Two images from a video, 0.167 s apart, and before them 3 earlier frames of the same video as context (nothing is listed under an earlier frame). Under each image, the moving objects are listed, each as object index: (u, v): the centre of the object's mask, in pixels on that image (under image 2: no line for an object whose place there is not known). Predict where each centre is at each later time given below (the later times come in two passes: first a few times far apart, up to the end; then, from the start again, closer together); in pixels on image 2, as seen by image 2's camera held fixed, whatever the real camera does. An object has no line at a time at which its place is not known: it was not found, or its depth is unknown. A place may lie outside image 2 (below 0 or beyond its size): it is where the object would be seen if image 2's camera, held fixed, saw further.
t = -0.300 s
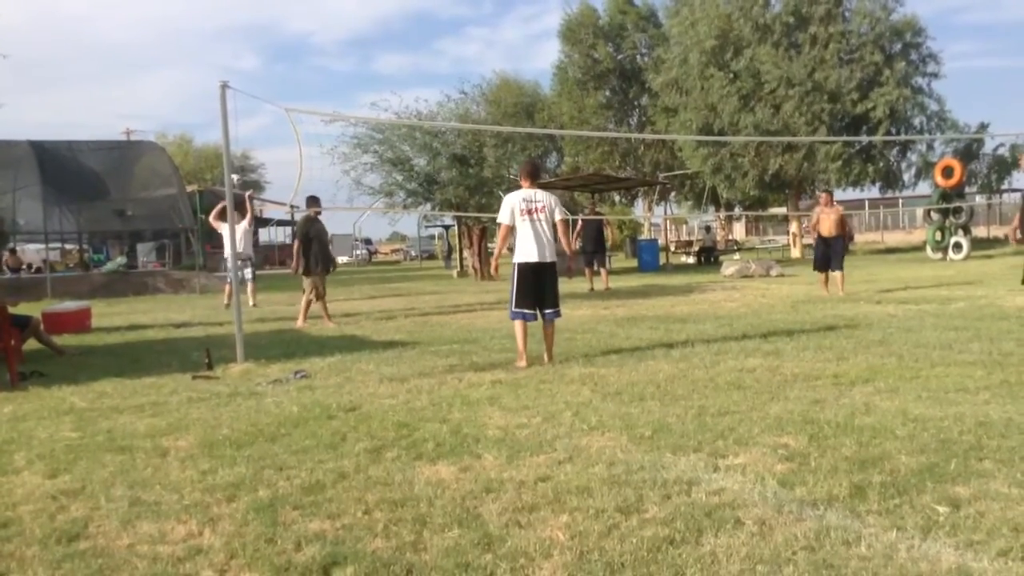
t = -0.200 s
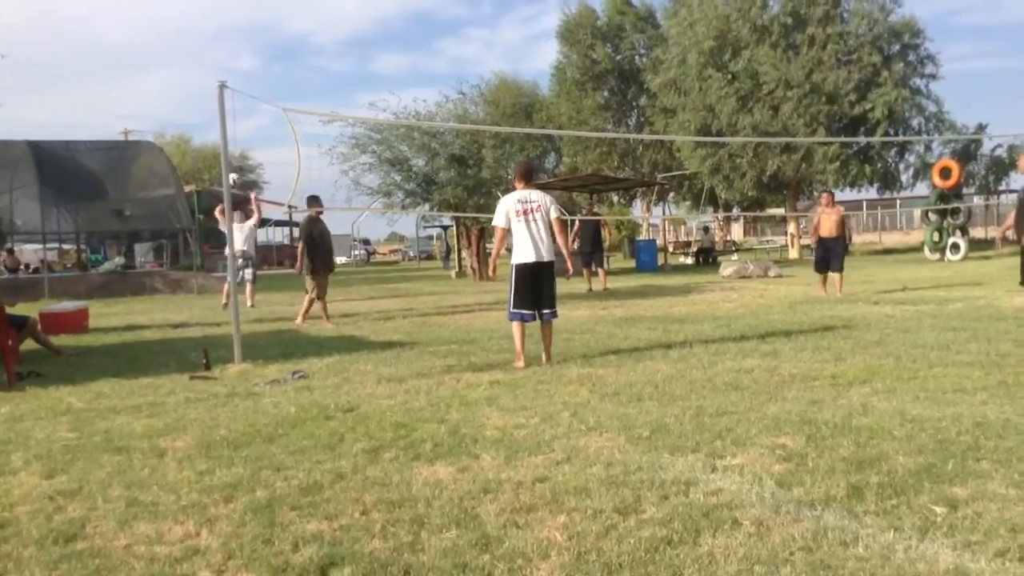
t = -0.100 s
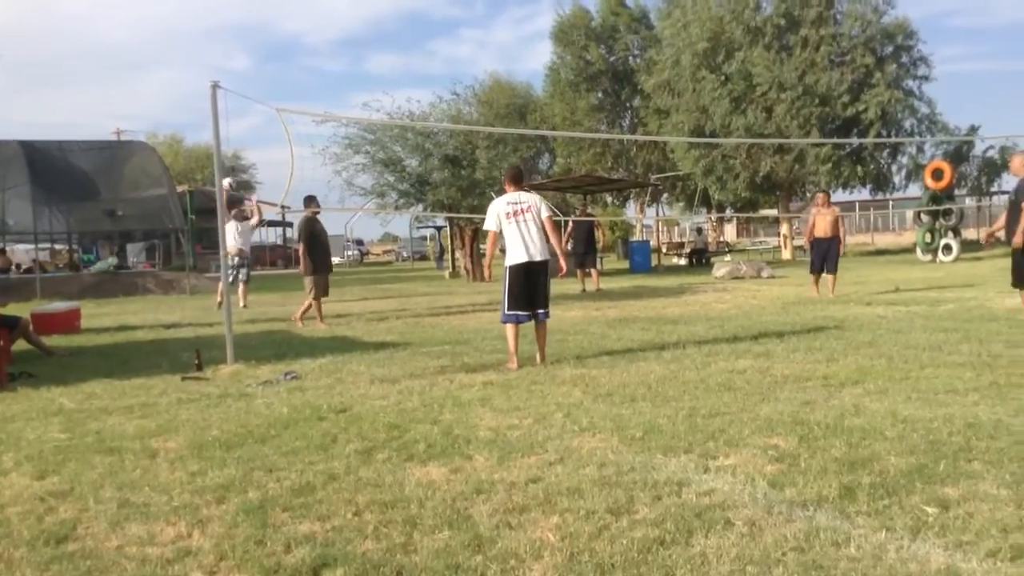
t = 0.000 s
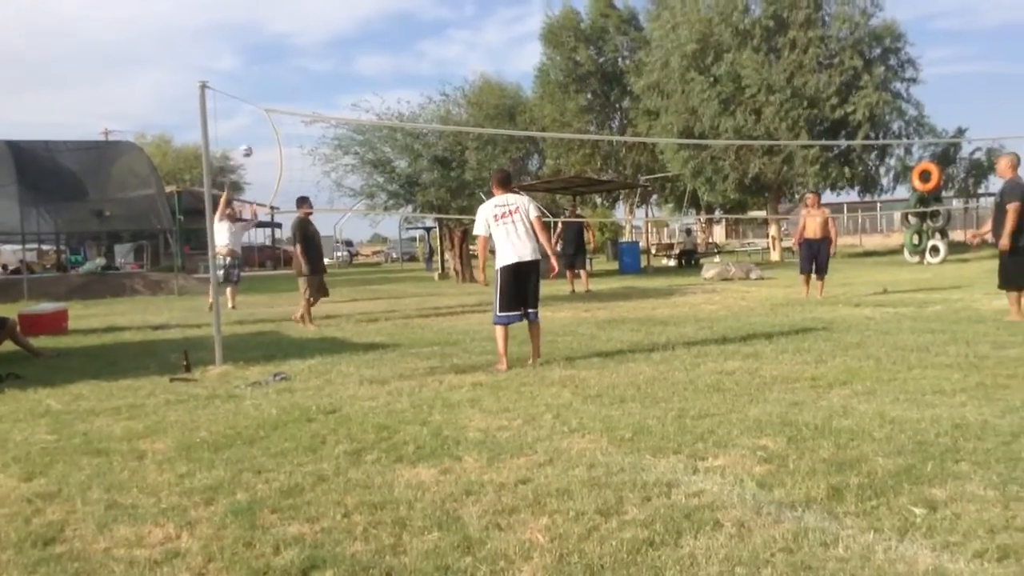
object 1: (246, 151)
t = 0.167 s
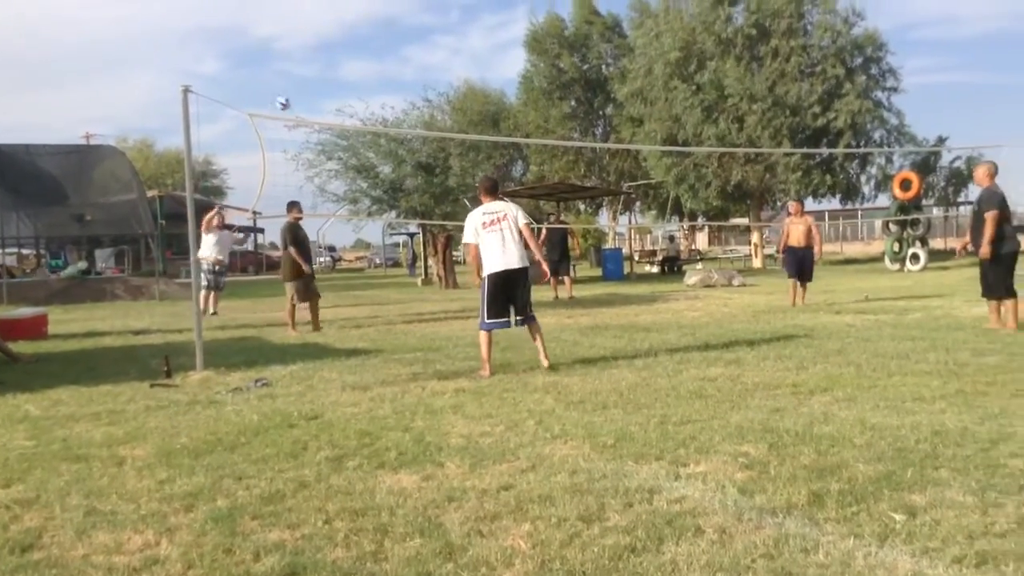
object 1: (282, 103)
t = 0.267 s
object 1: (319, 78)
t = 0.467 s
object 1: (402, 38)
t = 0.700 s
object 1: (511, 22)
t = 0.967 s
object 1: (661, 59)
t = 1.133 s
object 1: (776, 118)
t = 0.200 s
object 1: (295, 94)
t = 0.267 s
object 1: (319, 78)
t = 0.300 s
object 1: (332, 70)
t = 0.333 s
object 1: (346, 62)
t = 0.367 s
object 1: (359, 56)
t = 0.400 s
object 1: (373, 49)
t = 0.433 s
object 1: (387, 43)
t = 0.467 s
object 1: (402, 38)
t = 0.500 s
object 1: (416, 34)
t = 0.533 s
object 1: (431, 30)
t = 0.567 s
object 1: (447, 26)
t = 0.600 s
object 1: (462, 23)
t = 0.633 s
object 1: (478, 22)
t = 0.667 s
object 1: (494, 22)
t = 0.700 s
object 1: (511, 22)
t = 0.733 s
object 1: (527, 23)
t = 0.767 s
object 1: (543, 25)
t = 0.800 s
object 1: (561, 27)
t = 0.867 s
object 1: (601, 37)
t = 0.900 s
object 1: (619, 43)
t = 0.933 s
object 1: (640, 50)
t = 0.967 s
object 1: (661, 59)
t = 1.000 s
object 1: (683, 68)
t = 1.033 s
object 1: (705, 78)
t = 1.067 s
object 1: (728, 90)
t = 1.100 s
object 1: (752, 103)
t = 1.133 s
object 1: (776, 118)
